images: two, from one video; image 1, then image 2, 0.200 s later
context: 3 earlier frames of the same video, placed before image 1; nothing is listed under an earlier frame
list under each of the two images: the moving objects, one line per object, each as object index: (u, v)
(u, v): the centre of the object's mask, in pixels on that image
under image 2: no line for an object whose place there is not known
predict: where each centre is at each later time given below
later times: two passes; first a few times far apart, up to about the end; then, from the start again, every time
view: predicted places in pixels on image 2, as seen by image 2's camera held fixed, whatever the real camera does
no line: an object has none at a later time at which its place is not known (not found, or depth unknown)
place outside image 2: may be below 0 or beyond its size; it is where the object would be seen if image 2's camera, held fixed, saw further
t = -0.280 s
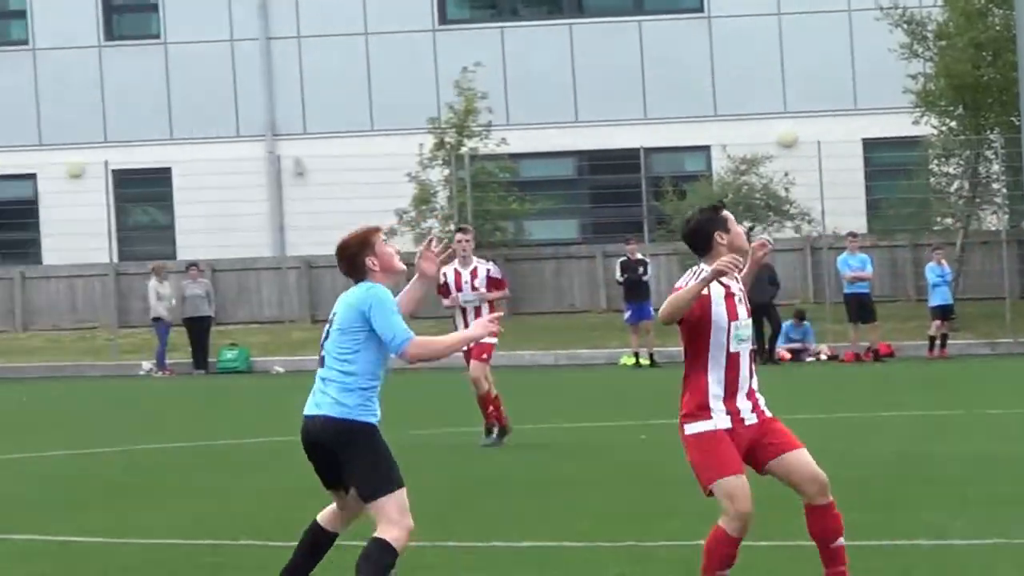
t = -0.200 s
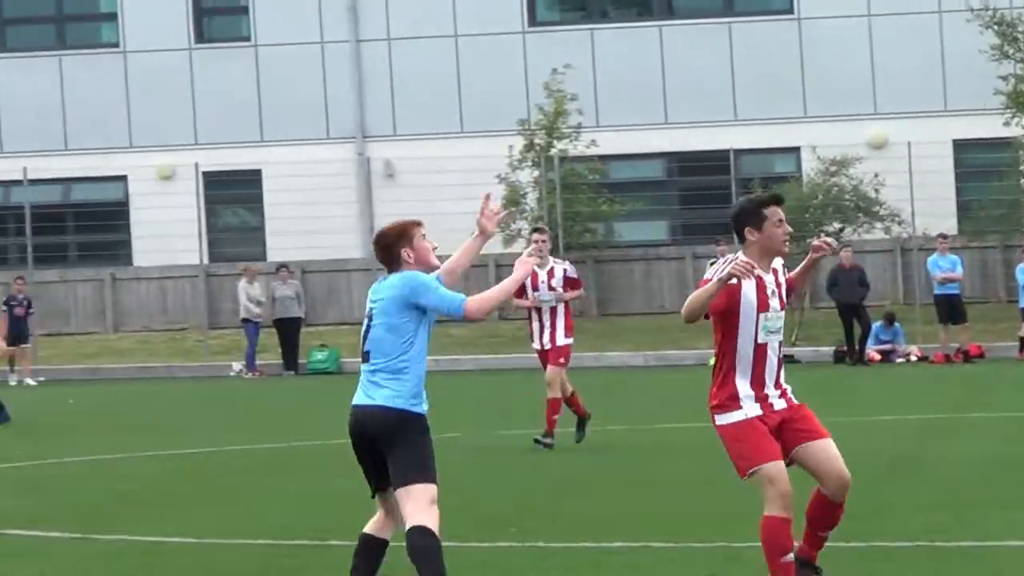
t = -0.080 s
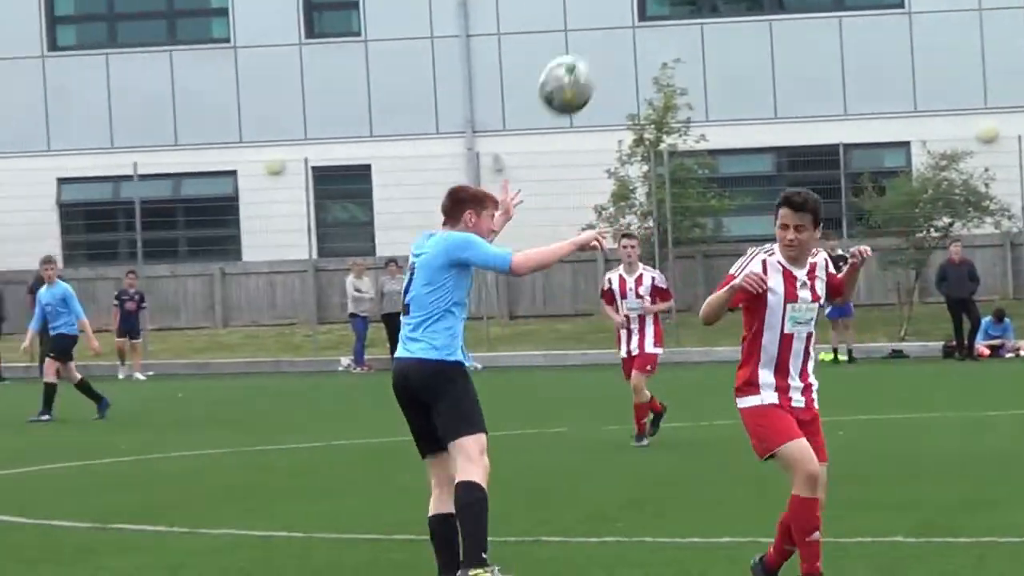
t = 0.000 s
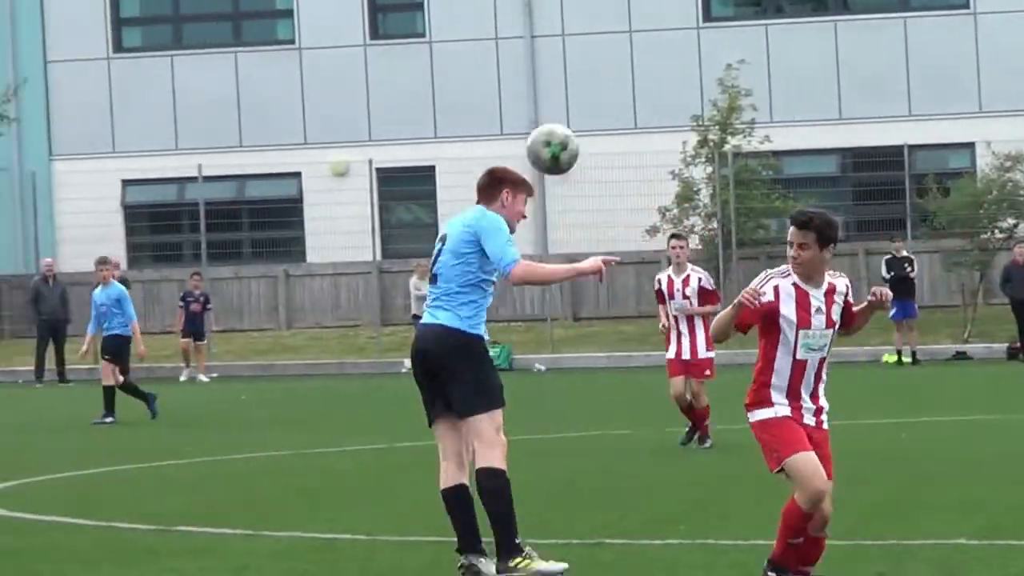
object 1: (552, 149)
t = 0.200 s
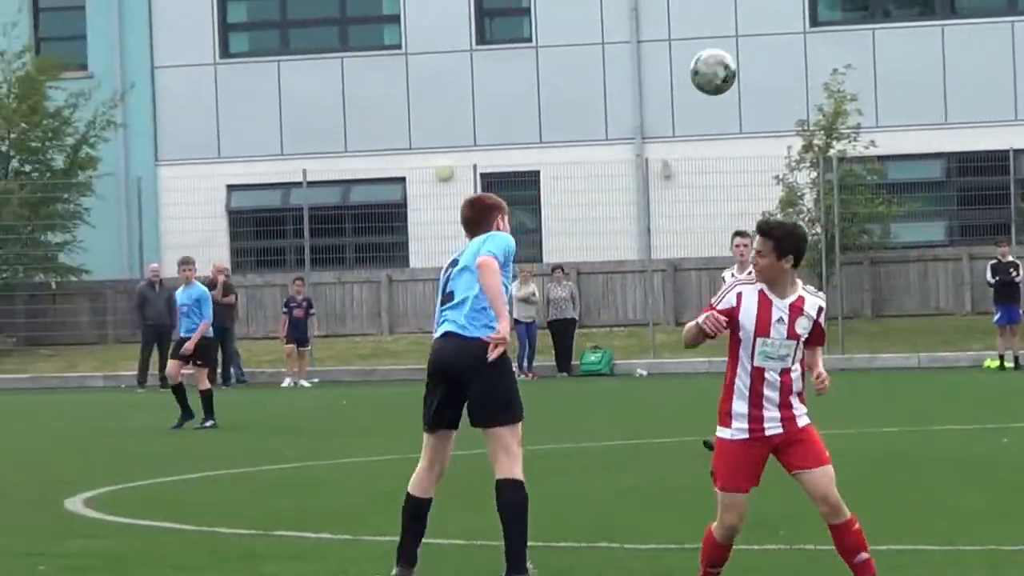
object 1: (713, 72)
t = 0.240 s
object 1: (724, 68)
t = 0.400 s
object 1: (751, 92)
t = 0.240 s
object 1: (724, 68)
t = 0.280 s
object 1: (732, 68)
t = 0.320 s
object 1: (739, 73)
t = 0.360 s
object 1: (745, 81)
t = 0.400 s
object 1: (751, 92)
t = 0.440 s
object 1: (757, 104)
